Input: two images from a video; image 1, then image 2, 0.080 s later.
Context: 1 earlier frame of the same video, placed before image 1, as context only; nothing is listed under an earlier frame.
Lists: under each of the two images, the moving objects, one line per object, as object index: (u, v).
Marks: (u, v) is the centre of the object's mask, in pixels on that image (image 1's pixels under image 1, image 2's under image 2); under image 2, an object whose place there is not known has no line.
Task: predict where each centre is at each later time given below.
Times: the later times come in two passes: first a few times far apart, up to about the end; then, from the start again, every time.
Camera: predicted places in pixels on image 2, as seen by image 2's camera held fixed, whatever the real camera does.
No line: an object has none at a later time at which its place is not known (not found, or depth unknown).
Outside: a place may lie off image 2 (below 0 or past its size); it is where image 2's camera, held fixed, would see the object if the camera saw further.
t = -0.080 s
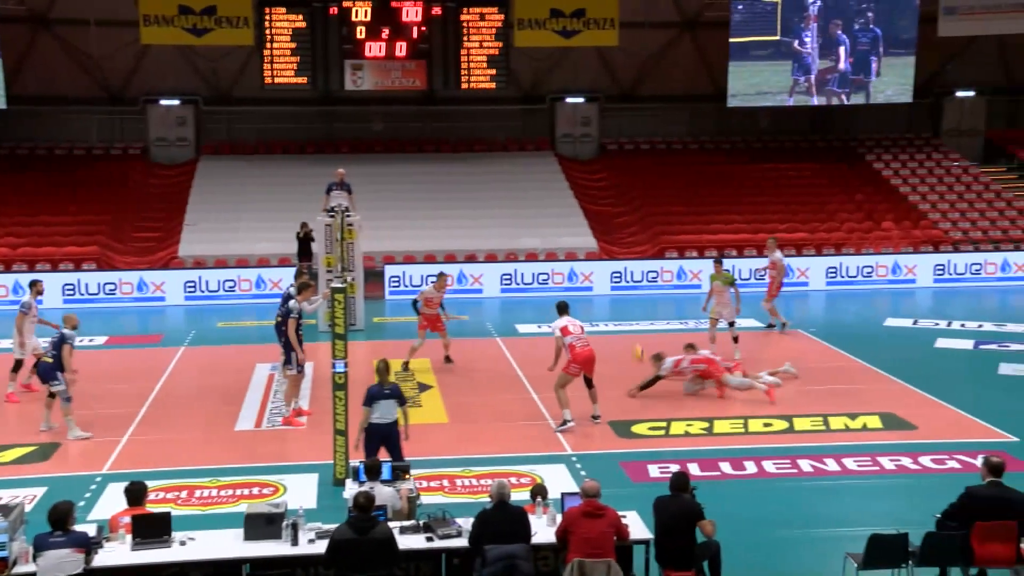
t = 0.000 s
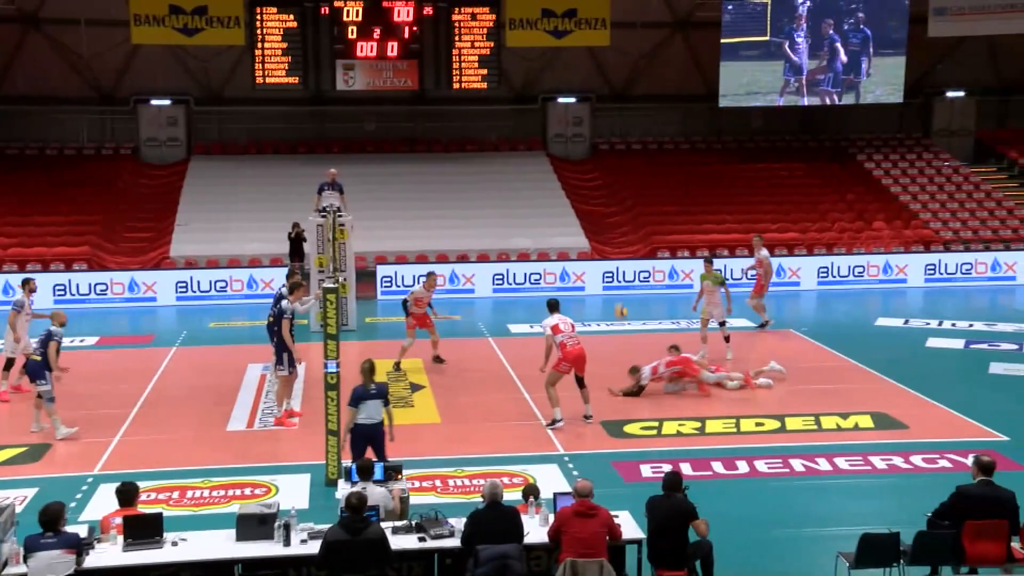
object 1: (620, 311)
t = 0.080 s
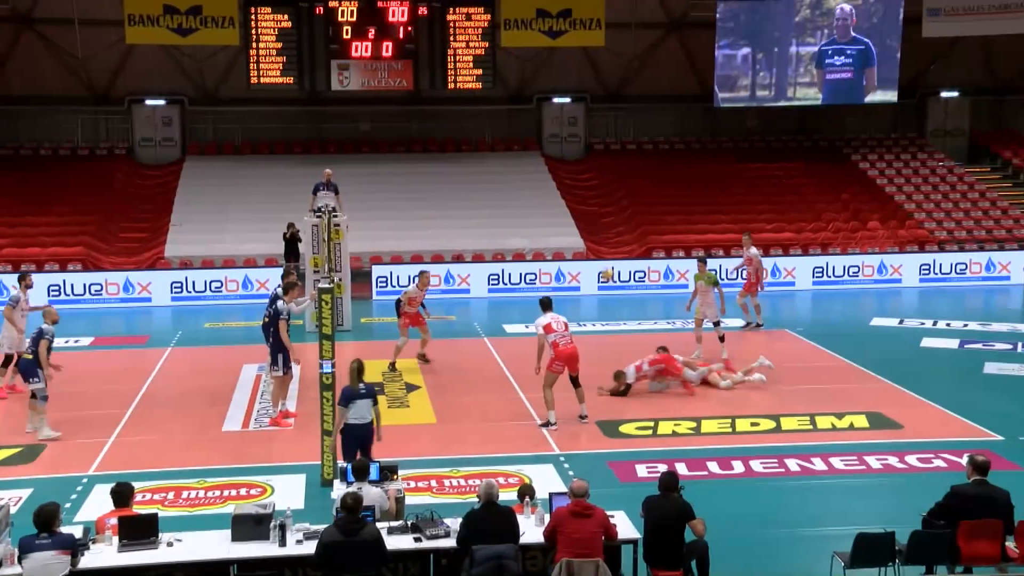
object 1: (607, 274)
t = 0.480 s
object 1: (572, 151)
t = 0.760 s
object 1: (555, 125)
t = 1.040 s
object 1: (538, 147)
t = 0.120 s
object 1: (603, 255)
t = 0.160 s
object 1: (599, 240)
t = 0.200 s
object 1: (594, 226)
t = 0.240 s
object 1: (591, 212)
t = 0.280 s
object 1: (588, 199)
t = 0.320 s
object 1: (585, 187)
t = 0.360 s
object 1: (581, 176)
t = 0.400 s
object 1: (578, 167)
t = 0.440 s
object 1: (575, 158)
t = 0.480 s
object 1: (572, 151)
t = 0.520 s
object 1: (570, 144)
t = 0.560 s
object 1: (568, 139)
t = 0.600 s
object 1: (565, 133)
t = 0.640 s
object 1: (562, 130)
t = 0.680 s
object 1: (559, 127)
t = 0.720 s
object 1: (557, 126)
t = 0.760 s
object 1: (555, 125)
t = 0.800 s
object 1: (552, 125)
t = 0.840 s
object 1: (549, 126)
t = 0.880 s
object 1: (547, 129)
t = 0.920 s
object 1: (544, 132)
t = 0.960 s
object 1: (542, 136)
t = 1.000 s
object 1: (540, 141)
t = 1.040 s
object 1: (538, 147)
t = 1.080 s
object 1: (535, 154)
